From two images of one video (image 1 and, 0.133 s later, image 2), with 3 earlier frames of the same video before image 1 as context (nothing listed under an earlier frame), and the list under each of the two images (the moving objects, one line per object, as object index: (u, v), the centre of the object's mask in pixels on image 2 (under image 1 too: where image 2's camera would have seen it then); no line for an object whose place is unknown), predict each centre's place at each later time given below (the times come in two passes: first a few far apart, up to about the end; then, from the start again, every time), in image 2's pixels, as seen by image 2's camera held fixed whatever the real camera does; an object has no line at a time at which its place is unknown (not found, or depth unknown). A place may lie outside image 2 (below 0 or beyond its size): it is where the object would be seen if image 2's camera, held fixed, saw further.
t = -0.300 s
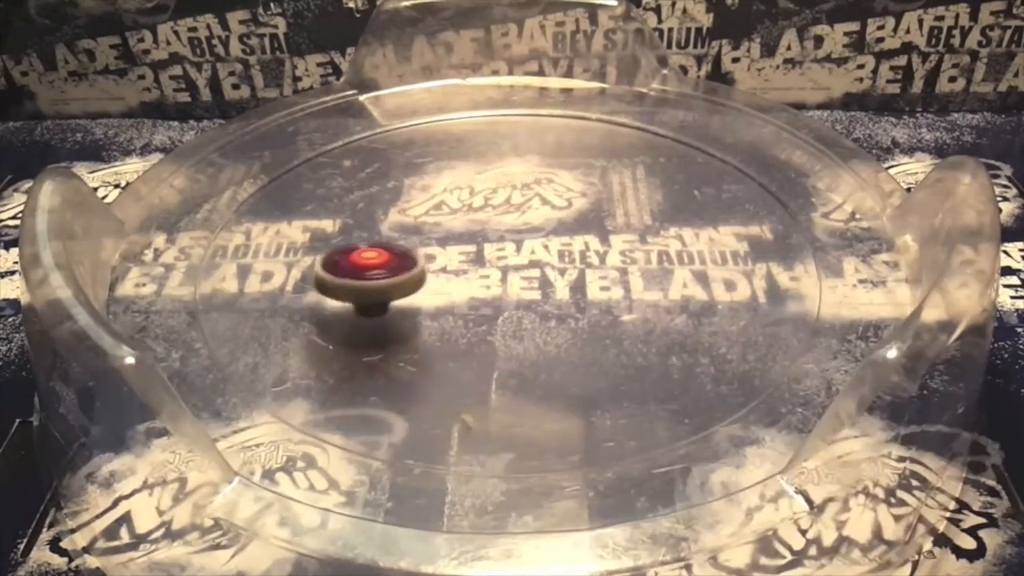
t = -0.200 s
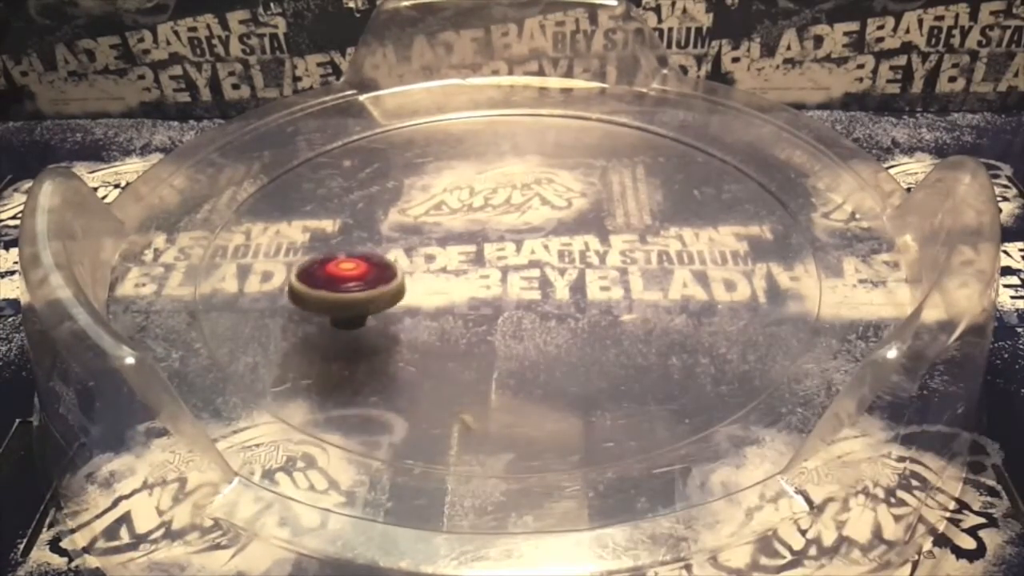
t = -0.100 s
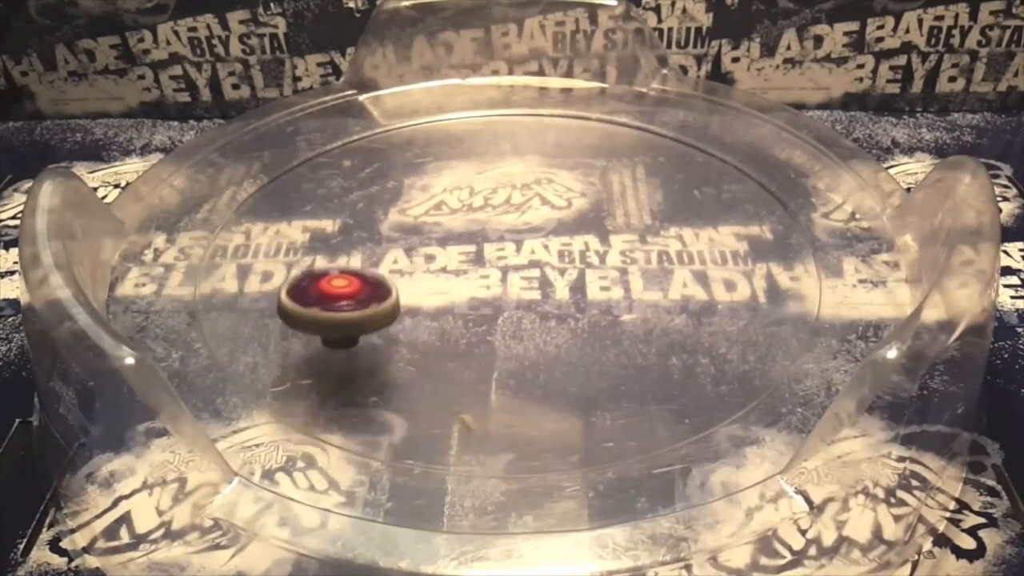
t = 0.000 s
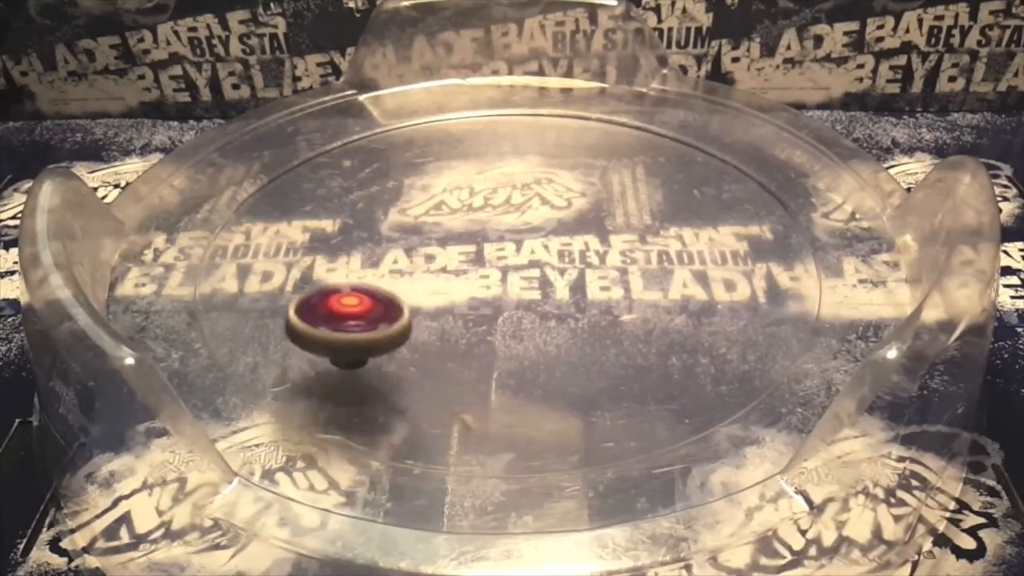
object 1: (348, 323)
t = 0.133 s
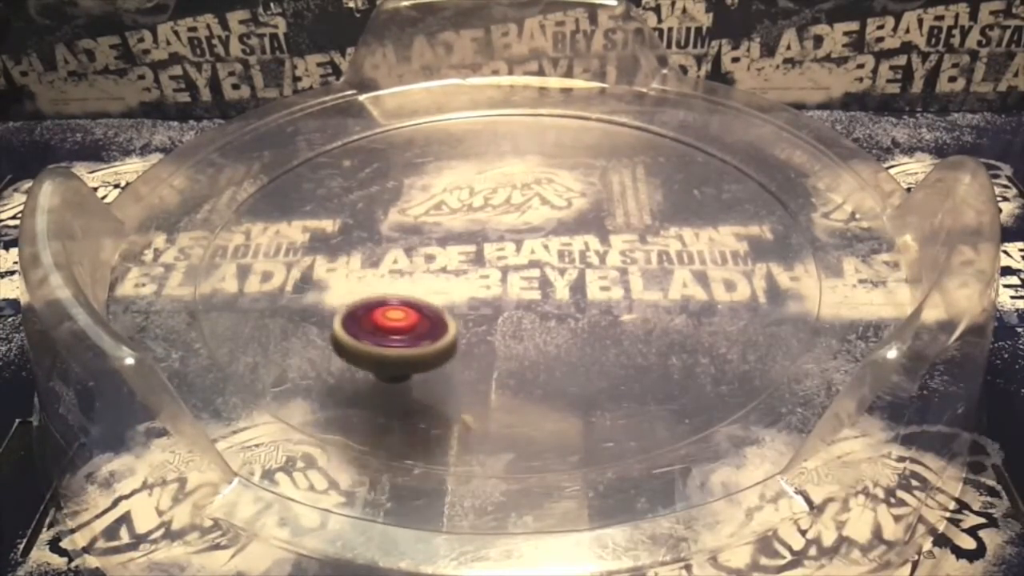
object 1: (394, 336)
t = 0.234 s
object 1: (433, 328)
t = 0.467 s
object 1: (454, 264)
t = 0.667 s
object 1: (398, 220)
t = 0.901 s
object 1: (341, 217)
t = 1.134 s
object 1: (382, 237)
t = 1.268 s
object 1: (423, 228)
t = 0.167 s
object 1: (407, 336)
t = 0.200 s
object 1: (421, 333)
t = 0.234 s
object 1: (433, 328)
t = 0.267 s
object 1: (443, 322)
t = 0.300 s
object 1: (450, 314)
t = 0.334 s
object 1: (456, 305)
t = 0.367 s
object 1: (460, 295)
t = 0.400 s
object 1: (460, 285)
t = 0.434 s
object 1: (458, 275)
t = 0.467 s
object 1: (454, 264)
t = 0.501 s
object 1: (447, 254)
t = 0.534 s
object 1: (439, 246)
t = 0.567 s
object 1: (431, 238)
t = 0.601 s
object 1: (420, 231)
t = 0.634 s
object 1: (409, 226)
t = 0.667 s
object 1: (398, 220)
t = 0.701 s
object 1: (388, 216)
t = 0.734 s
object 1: (376, 214)
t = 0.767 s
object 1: (366, 212)
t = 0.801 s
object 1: (357, 211)
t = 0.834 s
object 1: (349, 211)
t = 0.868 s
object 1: (344, 213)
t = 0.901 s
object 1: (341, 217)
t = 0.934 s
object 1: (342, 221)
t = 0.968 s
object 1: (345, 226)
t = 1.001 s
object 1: (351, 230)
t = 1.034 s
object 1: (358, 234)
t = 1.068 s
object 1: (363, 235)
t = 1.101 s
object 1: (377, 237)
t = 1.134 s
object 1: (382, 237)
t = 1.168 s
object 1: (392, 237)
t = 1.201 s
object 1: (403, 235)
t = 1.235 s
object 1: (413, 232)
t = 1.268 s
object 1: (423, 228)
